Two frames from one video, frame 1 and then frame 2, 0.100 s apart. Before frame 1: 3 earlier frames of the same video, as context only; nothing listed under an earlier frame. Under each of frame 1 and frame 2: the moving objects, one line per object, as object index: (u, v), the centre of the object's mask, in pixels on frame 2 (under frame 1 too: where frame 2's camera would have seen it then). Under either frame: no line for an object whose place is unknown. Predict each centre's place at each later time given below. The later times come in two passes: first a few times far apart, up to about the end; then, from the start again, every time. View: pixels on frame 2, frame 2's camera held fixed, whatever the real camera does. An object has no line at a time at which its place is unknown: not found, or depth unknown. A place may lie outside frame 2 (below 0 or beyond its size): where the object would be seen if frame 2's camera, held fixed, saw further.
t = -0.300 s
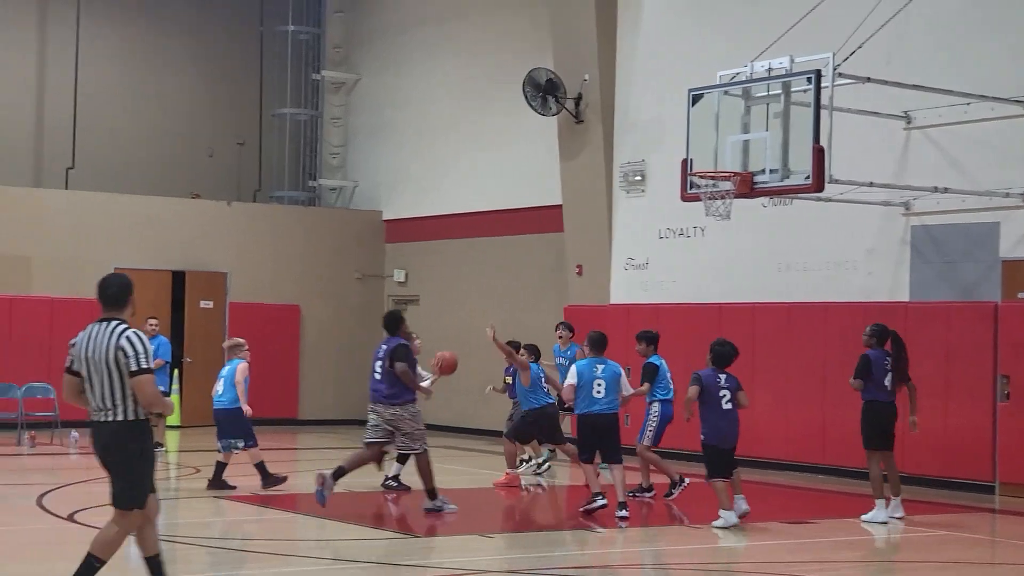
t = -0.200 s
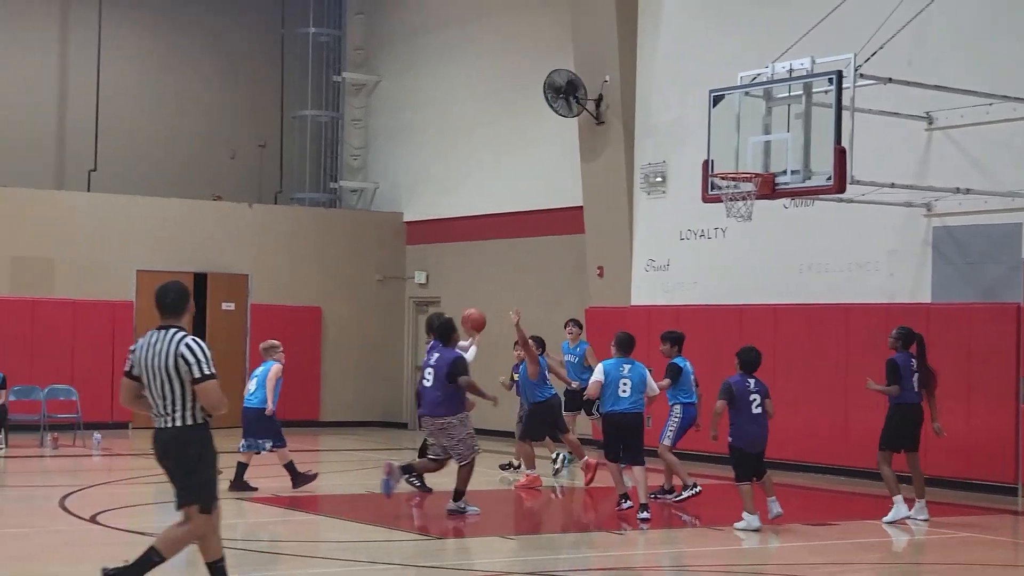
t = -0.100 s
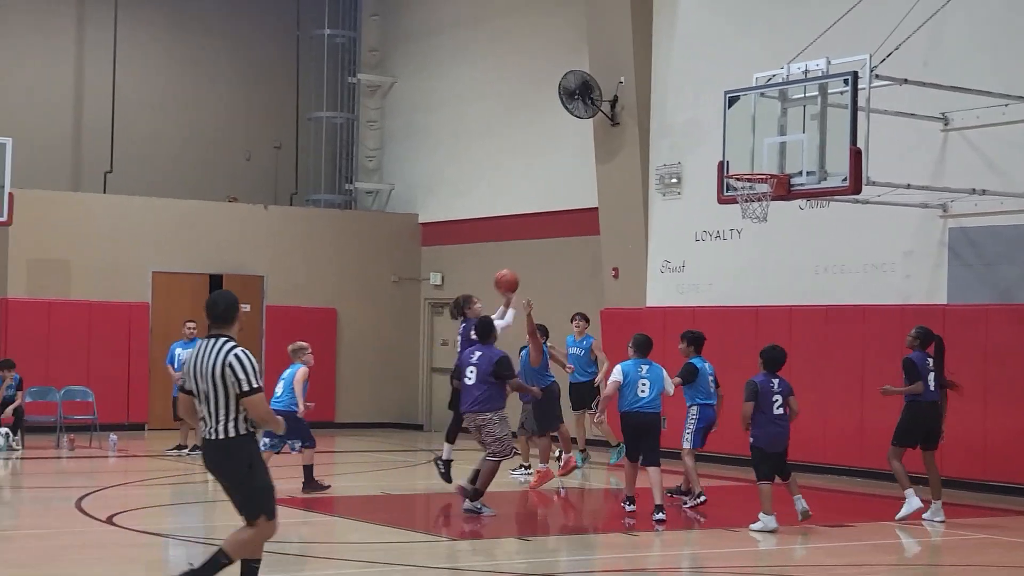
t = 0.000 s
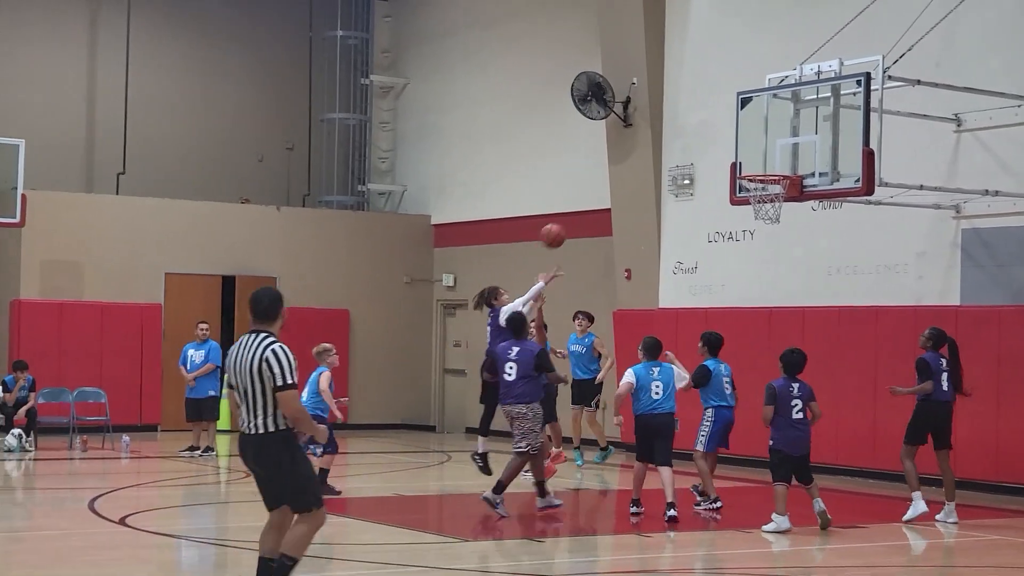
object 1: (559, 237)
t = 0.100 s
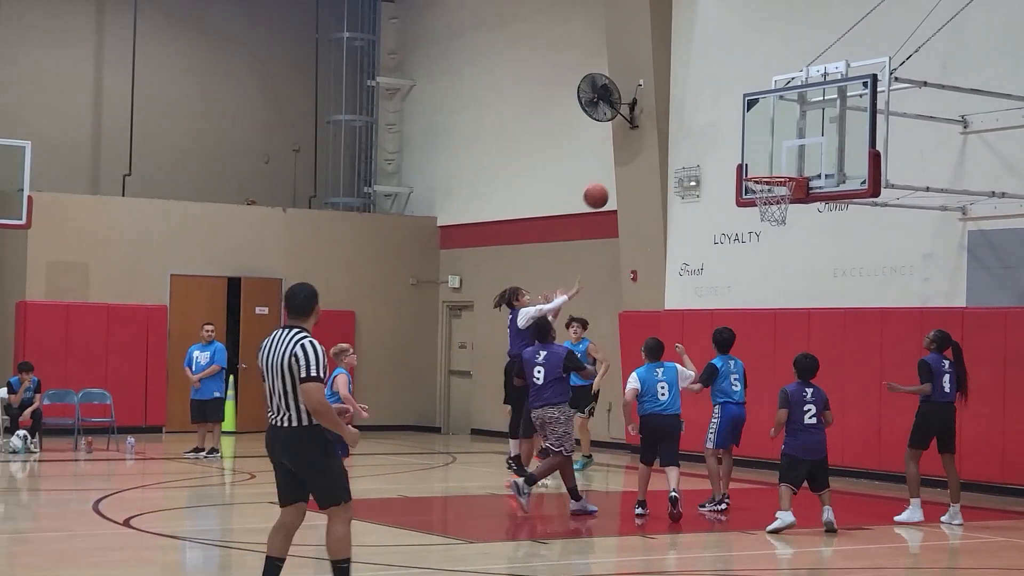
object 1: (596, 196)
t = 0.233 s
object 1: (645, 157)
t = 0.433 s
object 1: (718, 132)
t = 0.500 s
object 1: (742, 133)
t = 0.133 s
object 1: (608, 185)
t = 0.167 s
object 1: (621, 174)
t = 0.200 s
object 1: (633, 165)
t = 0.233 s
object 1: (645, 157)
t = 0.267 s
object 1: (658, 150)
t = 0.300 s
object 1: (670, 144)
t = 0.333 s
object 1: (682, 140)
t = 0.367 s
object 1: (694, 136)
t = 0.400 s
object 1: (706, 134)
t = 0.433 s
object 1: (718, 132)
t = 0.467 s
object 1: (730, 132)
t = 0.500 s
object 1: (742, 133)
